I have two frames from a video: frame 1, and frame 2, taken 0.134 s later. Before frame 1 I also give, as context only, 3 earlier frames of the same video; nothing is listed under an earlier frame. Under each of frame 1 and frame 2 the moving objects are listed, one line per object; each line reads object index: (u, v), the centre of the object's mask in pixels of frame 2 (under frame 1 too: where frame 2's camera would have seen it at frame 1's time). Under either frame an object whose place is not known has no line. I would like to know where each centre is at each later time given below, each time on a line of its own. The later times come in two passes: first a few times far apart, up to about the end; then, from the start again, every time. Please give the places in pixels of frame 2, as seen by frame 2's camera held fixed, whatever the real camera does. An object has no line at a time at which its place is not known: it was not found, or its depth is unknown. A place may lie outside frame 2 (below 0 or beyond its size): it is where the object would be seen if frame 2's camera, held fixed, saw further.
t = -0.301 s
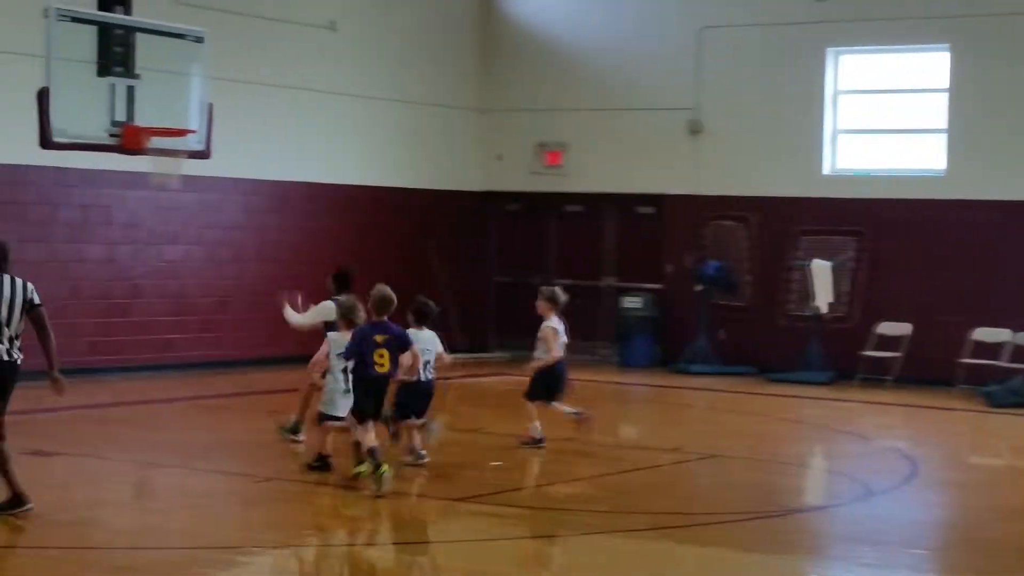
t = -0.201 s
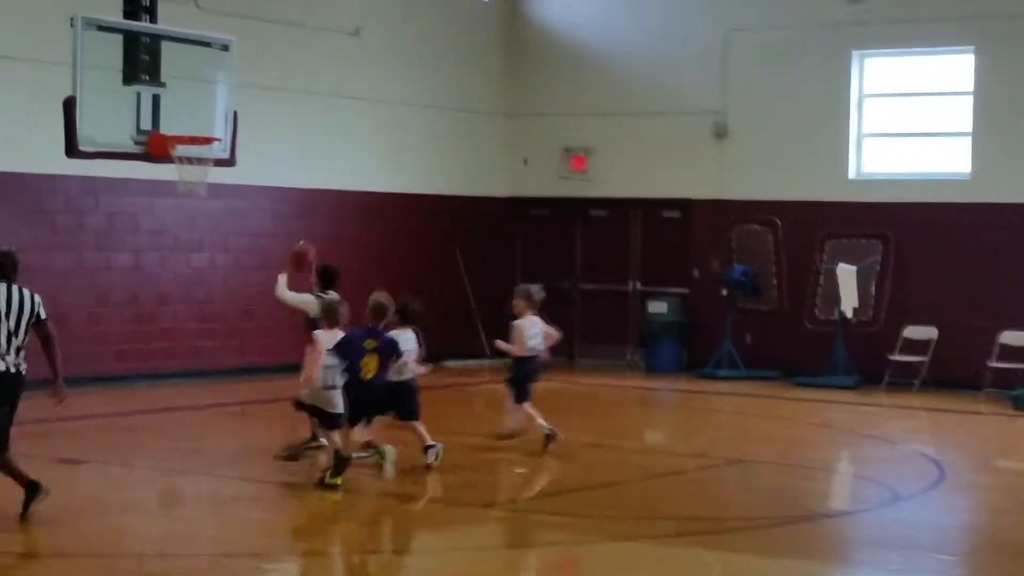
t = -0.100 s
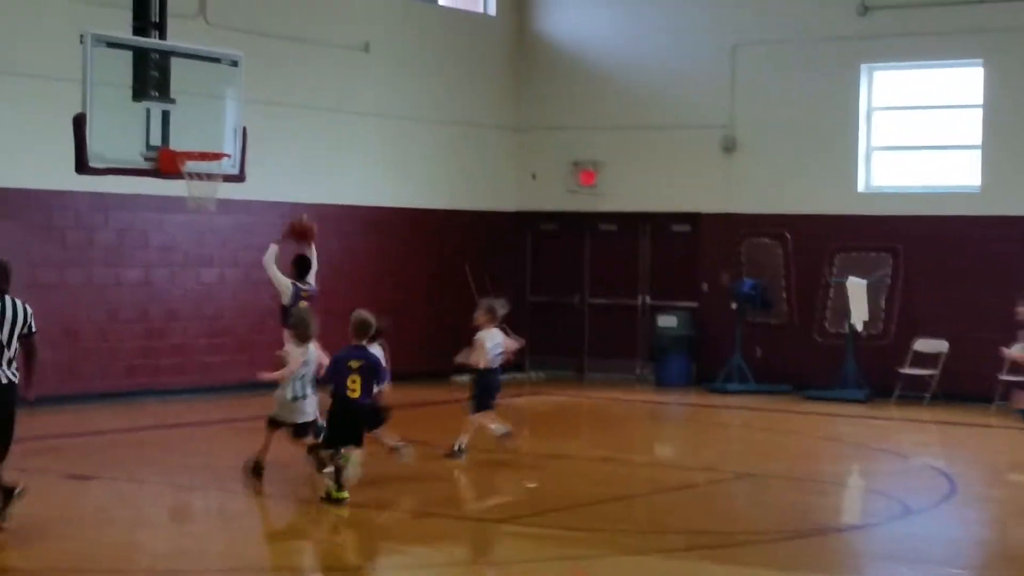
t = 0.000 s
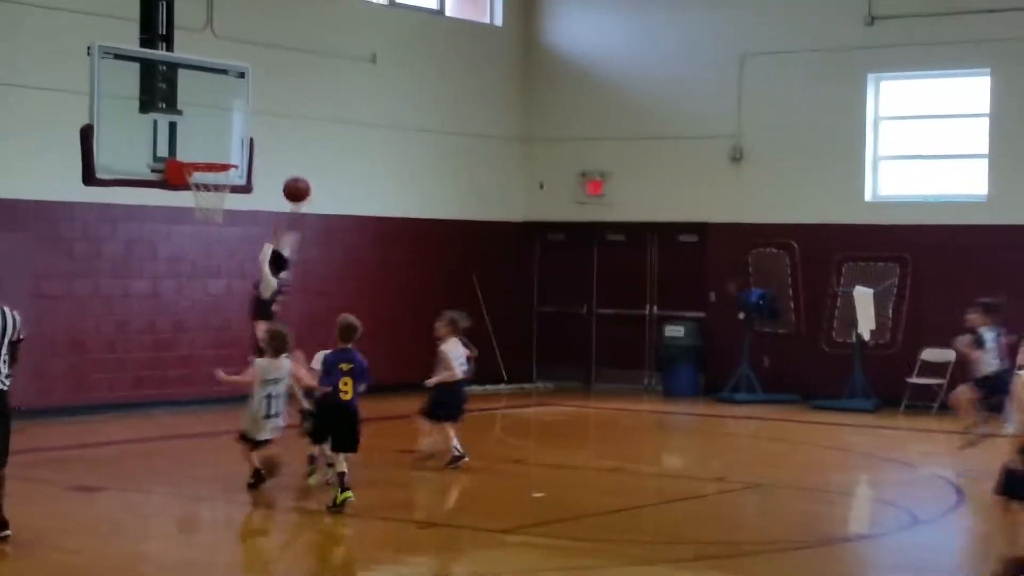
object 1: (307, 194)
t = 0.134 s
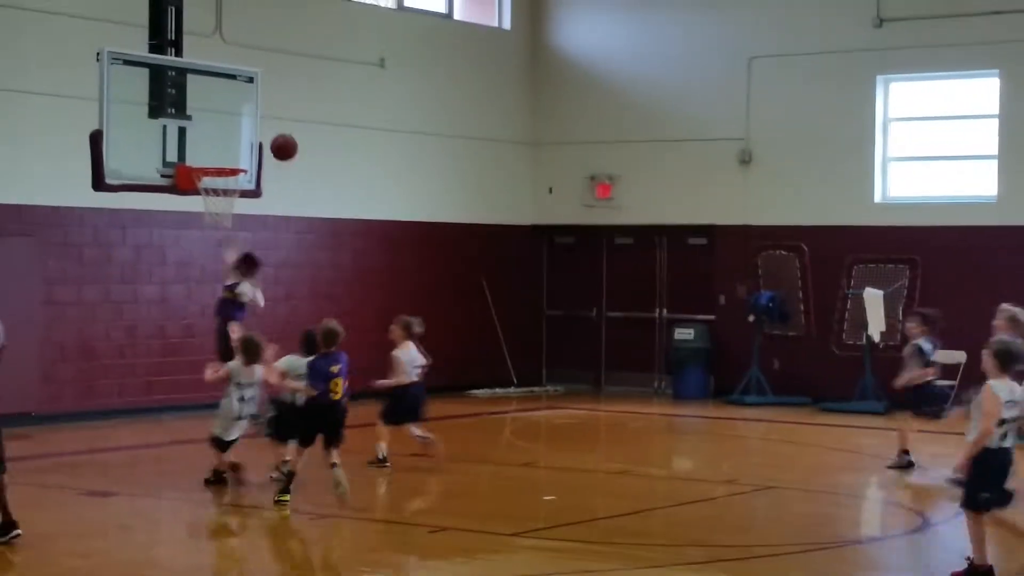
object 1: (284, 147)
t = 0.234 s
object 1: (268, 127)
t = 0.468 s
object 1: (230, 124)
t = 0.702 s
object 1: (225, 148)
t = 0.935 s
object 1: (254, 145)
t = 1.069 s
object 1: (270, 170)
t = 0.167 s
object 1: (278, 139)
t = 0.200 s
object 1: (273, 132)
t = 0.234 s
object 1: (268, 127)
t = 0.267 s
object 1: (263, 123)
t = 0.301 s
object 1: (257, 119)
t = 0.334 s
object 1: (251, 117)
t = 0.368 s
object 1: (246, 118)
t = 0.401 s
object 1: (241, 119)
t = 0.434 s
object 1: (235, 121)
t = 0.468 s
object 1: (230, 124)
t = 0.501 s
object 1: (225, 129)
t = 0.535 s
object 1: (221, 136)
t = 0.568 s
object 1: (215, 143)
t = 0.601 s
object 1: (211, 152)
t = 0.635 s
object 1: (215, 158)
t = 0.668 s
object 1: (221, 155)
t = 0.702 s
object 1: (225, 148)
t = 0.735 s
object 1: (229, 144)
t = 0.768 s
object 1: (231, 141)
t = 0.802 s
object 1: (237, 139)
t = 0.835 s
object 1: (242, 139)
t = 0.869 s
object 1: (245, 139)
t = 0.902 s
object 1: (249, 141)
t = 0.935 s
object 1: (254, 145)
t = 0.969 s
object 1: (259, 149)
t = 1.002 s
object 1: (262, 154)
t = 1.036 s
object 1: (266, 162)
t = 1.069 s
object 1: (270, 170)
